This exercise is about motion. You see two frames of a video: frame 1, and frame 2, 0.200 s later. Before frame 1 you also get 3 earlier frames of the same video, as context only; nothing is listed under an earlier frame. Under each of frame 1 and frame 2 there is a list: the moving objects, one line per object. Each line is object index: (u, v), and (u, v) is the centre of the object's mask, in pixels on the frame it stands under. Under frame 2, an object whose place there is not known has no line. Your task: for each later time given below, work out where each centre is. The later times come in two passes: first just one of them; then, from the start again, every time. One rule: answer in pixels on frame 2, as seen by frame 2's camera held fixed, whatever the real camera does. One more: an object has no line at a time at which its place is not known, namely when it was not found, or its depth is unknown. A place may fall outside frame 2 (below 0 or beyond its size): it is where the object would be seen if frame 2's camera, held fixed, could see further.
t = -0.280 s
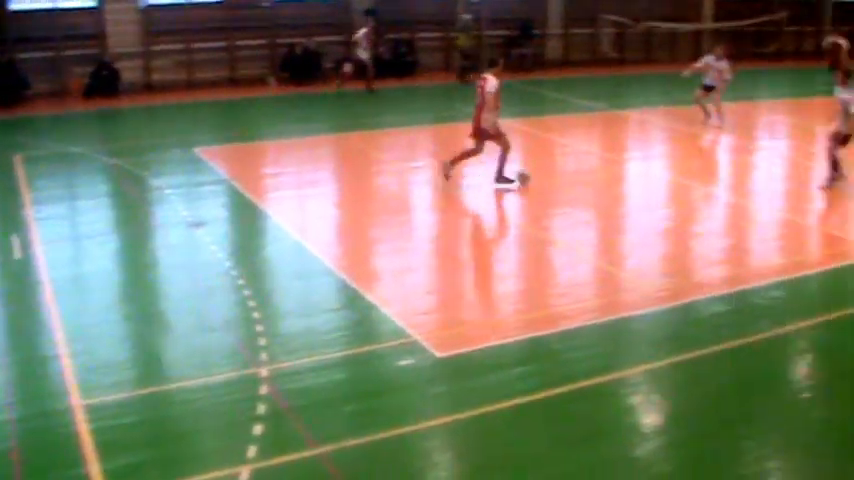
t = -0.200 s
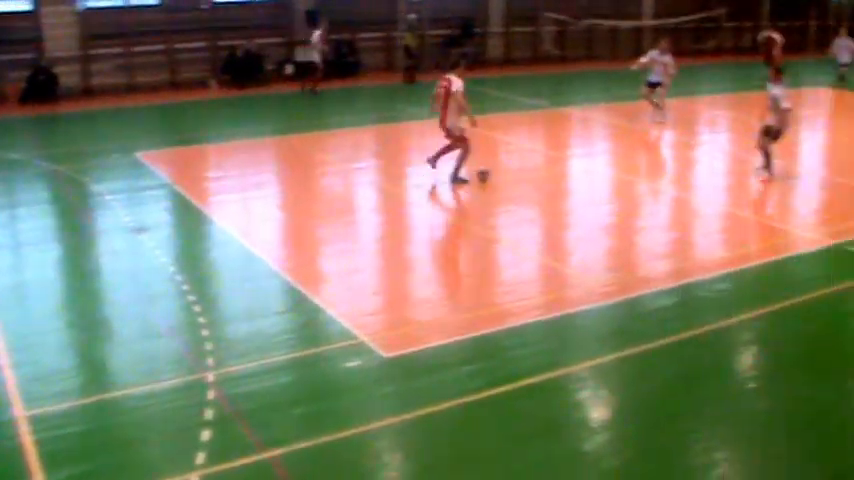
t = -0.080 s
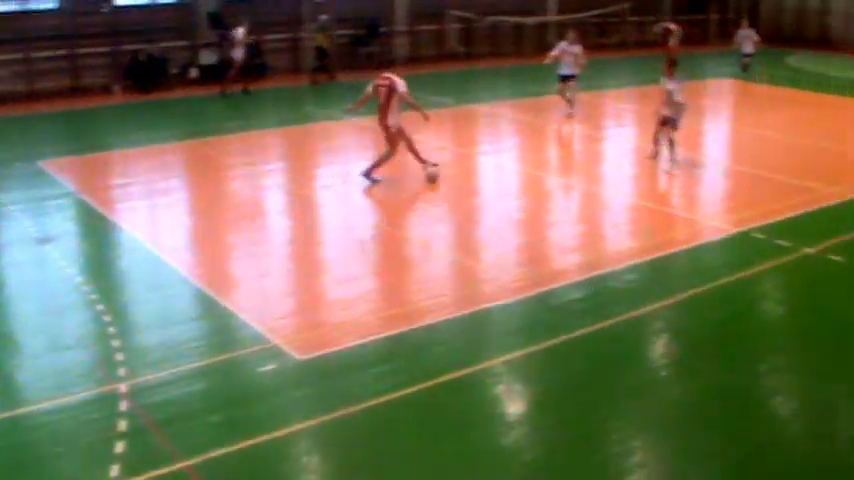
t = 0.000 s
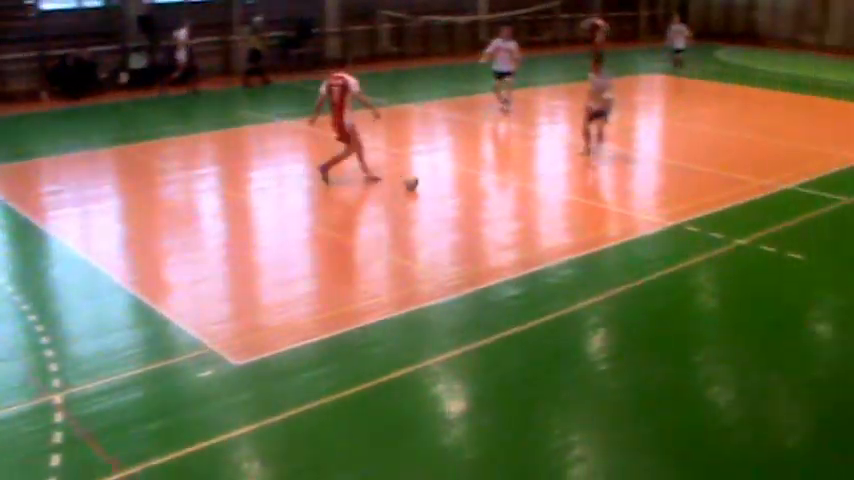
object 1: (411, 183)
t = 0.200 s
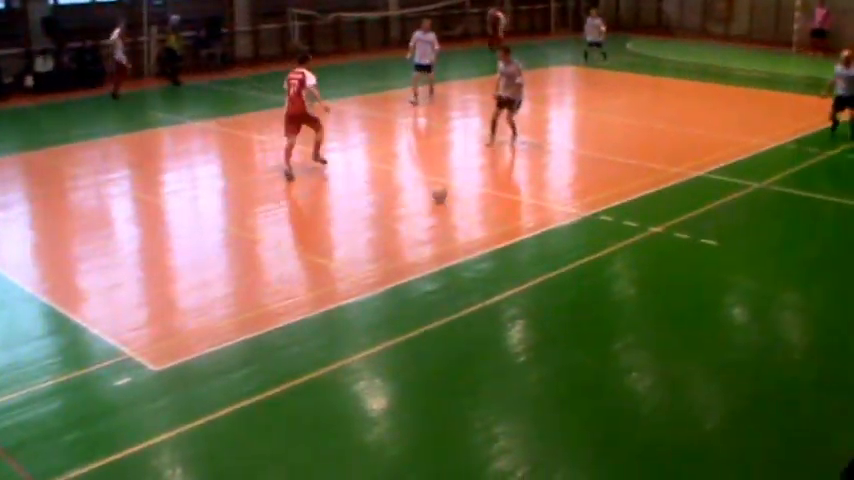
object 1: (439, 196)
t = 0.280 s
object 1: (482, 200)
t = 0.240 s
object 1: (461, 199)
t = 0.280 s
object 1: (482, 200)
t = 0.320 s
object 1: (504, 205)
